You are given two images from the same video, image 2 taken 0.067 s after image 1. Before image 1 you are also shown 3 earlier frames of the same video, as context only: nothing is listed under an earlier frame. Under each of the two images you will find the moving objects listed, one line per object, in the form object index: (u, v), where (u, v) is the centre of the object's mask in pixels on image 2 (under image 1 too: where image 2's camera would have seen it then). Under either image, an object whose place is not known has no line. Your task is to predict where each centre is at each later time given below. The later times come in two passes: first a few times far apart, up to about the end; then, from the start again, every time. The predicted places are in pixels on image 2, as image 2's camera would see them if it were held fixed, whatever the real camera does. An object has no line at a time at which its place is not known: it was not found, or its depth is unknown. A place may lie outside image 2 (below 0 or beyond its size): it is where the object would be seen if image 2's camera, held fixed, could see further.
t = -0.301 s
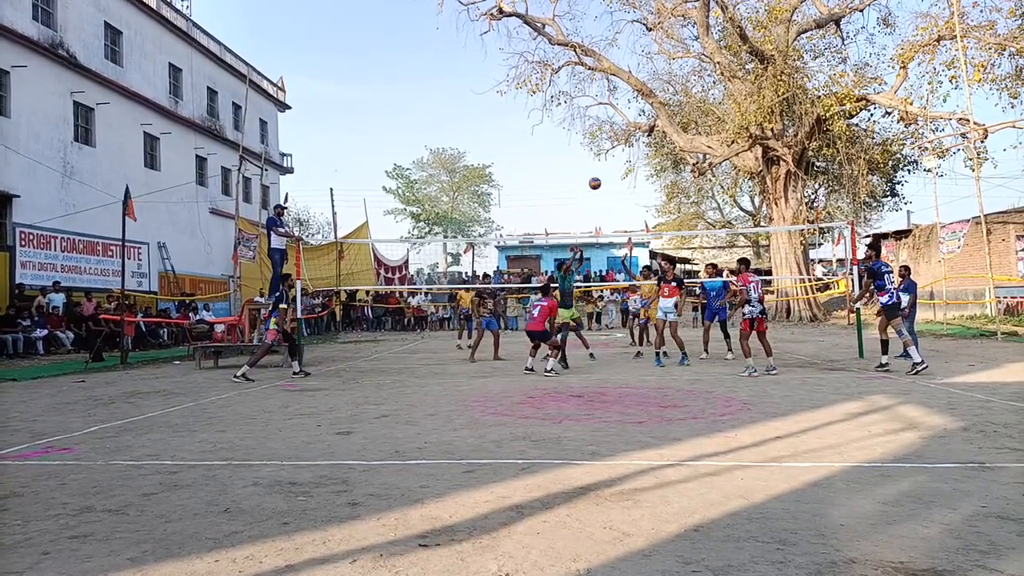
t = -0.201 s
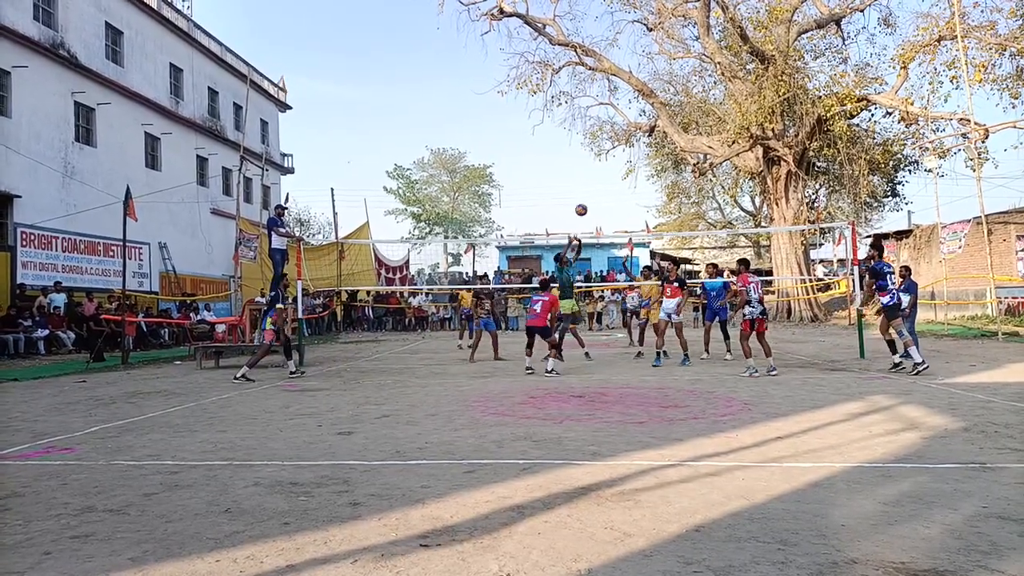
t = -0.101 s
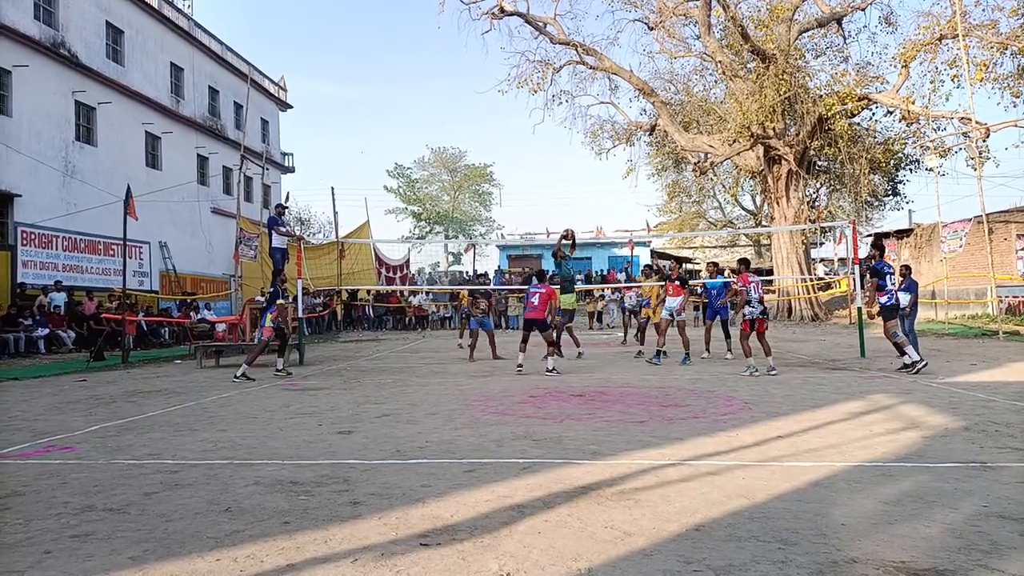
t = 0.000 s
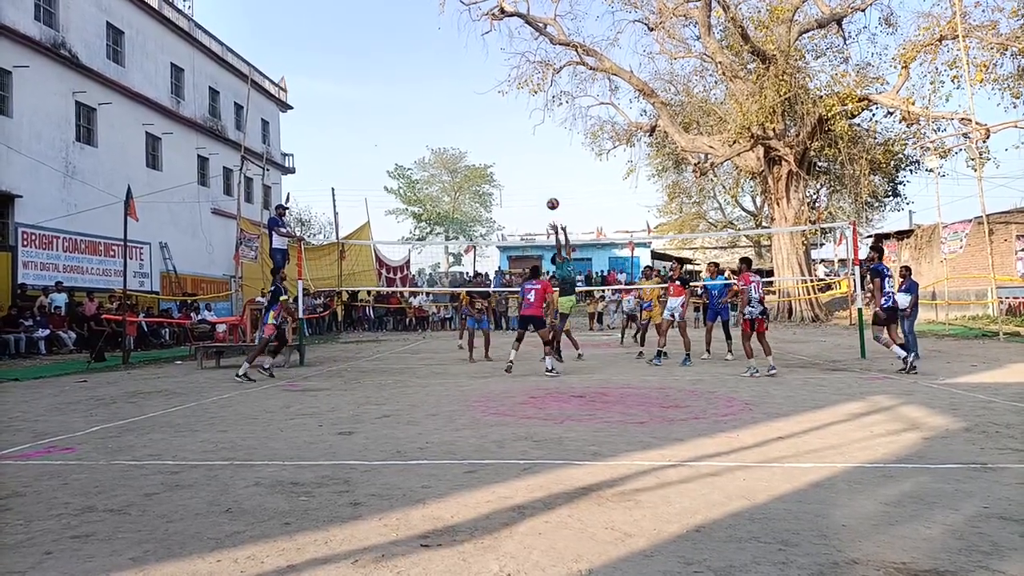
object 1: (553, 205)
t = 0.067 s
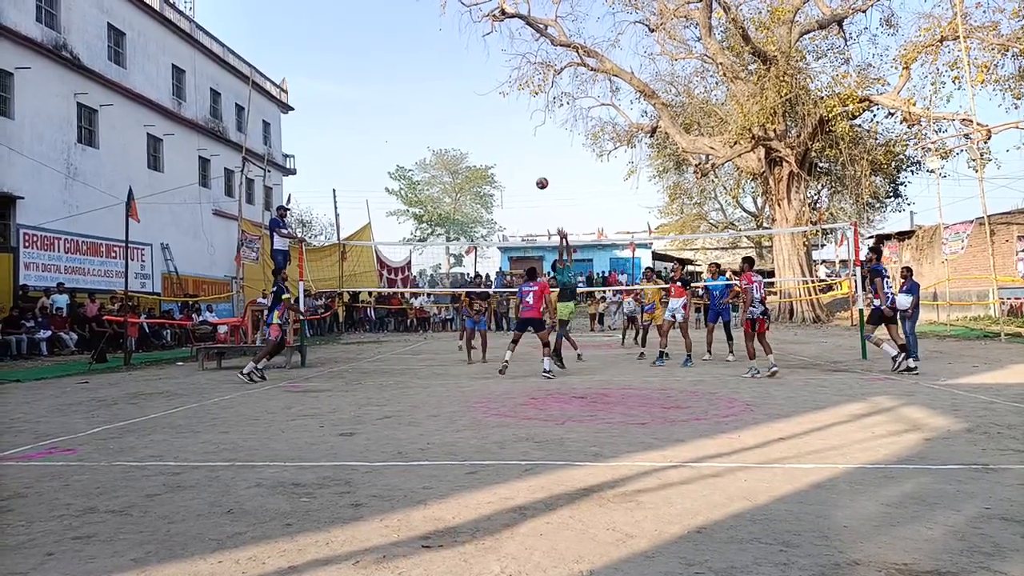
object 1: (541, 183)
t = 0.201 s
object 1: (519, 148)
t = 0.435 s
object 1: (480, 113)
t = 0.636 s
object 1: (449, 108)
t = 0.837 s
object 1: (418, 126)
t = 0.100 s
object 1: (536, 173)
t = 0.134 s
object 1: (530, 164)
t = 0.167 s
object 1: (524, 156)
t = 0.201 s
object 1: (519, 148)
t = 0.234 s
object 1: (513, 141)
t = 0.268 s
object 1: (508, 135)
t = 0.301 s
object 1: (502, 129)
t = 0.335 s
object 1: (496, 124)
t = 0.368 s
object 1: (491, 120)
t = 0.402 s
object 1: (486, 116)
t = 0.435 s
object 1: (480, 113)
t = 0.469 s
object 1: (475, 110)
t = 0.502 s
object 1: (470, 109)
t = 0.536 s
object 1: (464, 107)
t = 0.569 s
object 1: (459, 107)
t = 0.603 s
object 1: (454, 107)
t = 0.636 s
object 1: (449, 108)
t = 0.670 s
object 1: (443, 109)
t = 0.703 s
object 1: (439, 111)
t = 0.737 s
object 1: (433, 114)
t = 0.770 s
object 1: (428, 118)
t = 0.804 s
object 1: (423, 122)
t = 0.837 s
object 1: (418, 126)
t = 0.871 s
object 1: (413, 131)
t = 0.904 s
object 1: (408, 137)
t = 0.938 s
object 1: (404, 144)
